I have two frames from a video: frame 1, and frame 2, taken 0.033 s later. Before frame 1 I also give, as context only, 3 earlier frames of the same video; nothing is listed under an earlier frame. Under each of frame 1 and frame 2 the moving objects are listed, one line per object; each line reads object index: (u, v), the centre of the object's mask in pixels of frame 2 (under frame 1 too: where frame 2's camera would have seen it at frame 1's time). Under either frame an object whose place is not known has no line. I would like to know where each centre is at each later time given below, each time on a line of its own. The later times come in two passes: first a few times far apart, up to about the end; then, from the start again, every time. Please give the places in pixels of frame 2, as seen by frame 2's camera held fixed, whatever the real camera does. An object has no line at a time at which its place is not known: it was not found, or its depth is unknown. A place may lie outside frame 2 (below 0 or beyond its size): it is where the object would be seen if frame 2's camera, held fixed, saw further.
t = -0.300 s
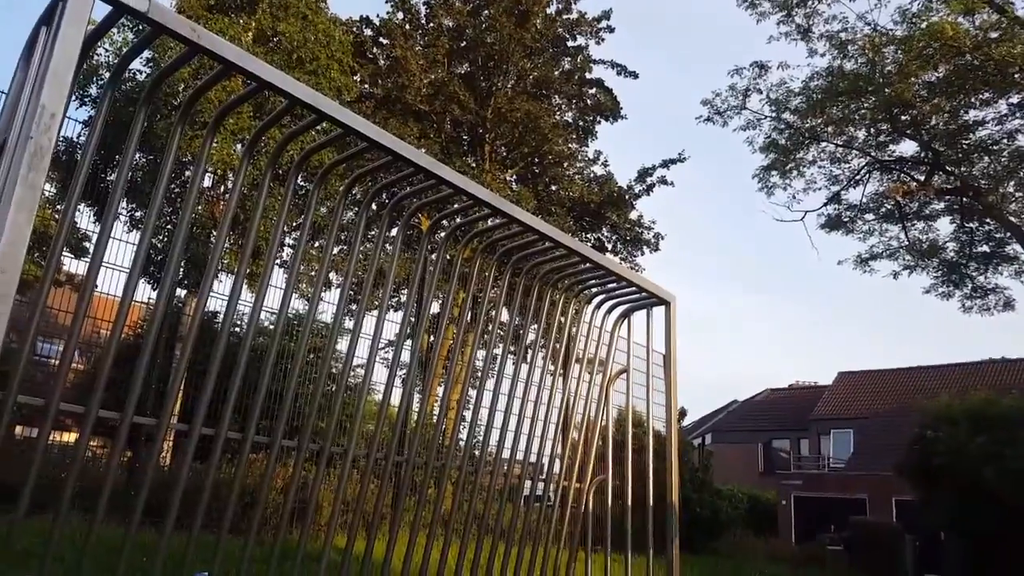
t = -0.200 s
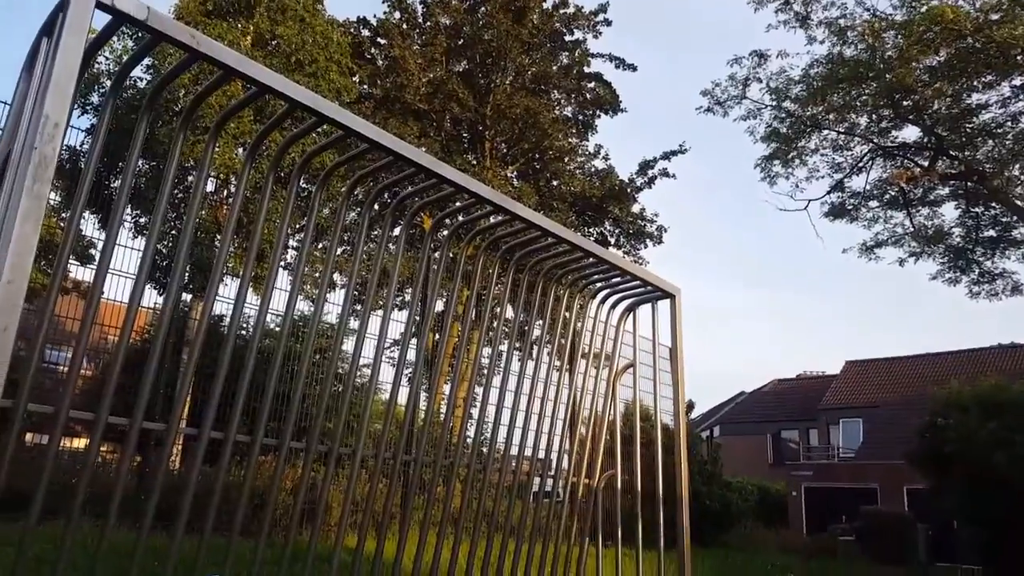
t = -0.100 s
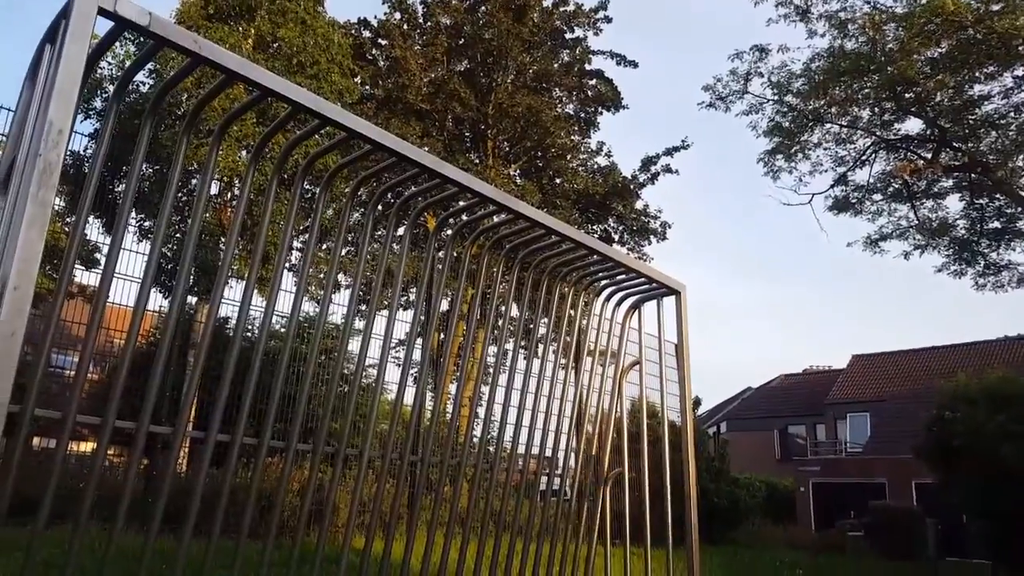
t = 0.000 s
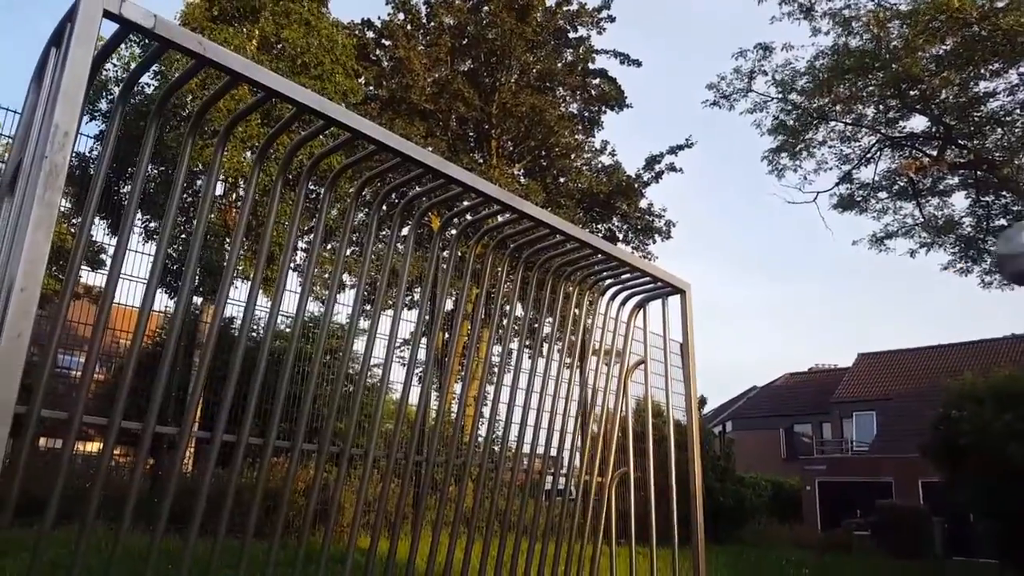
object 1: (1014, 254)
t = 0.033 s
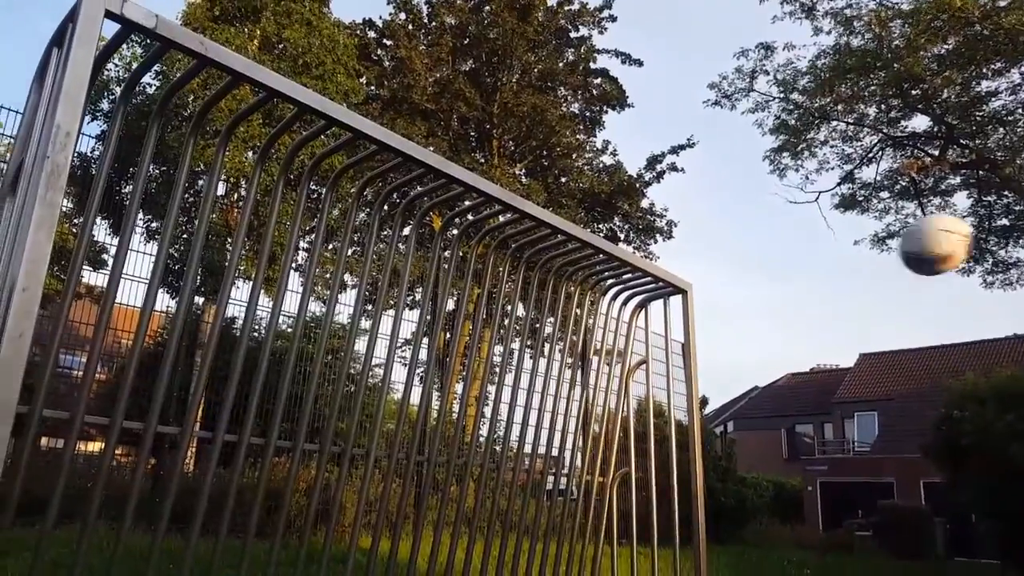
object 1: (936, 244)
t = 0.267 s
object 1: (681, 314)
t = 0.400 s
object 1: (890, 541)
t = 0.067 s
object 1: (848, 240)
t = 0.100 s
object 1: (769, 239)
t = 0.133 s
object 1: (698, 241)
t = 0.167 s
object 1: (637, 244)
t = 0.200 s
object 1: (618, 256)
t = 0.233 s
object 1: (647, 281)
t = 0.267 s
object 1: (681, 314)
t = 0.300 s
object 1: (722, 354)
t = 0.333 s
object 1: (771, 407)
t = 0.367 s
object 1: (827, 471)
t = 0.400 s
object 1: (890, 541)
